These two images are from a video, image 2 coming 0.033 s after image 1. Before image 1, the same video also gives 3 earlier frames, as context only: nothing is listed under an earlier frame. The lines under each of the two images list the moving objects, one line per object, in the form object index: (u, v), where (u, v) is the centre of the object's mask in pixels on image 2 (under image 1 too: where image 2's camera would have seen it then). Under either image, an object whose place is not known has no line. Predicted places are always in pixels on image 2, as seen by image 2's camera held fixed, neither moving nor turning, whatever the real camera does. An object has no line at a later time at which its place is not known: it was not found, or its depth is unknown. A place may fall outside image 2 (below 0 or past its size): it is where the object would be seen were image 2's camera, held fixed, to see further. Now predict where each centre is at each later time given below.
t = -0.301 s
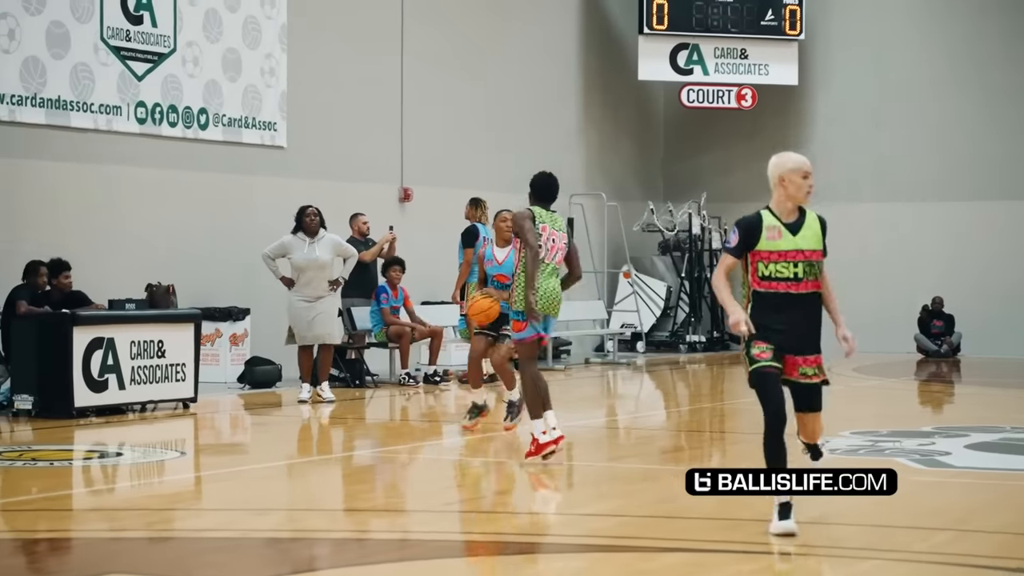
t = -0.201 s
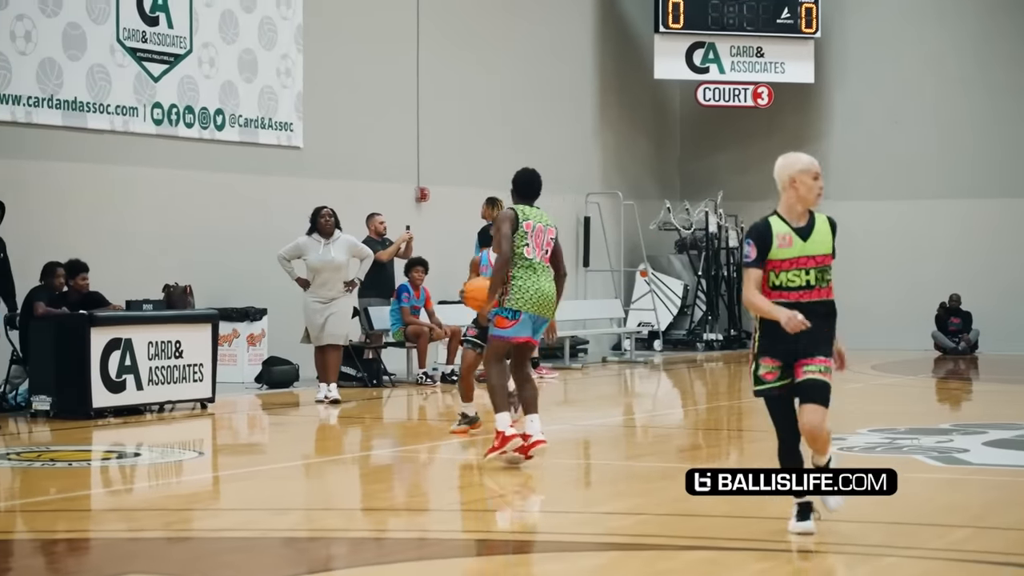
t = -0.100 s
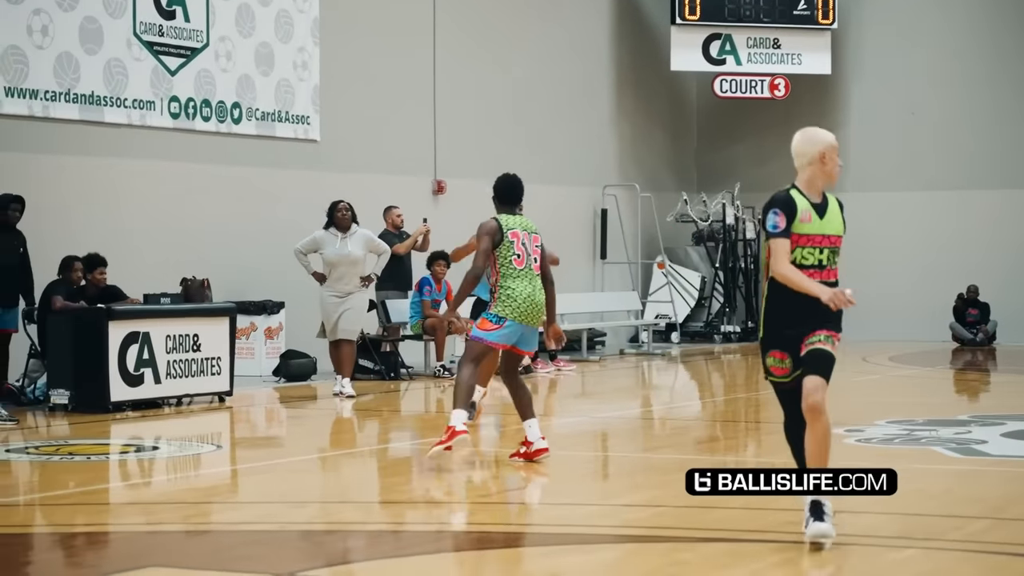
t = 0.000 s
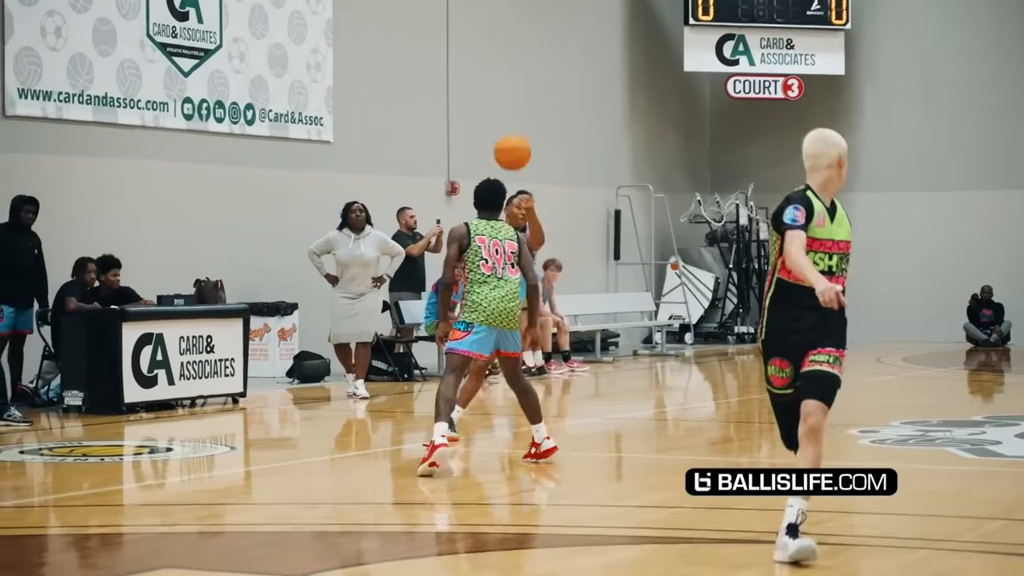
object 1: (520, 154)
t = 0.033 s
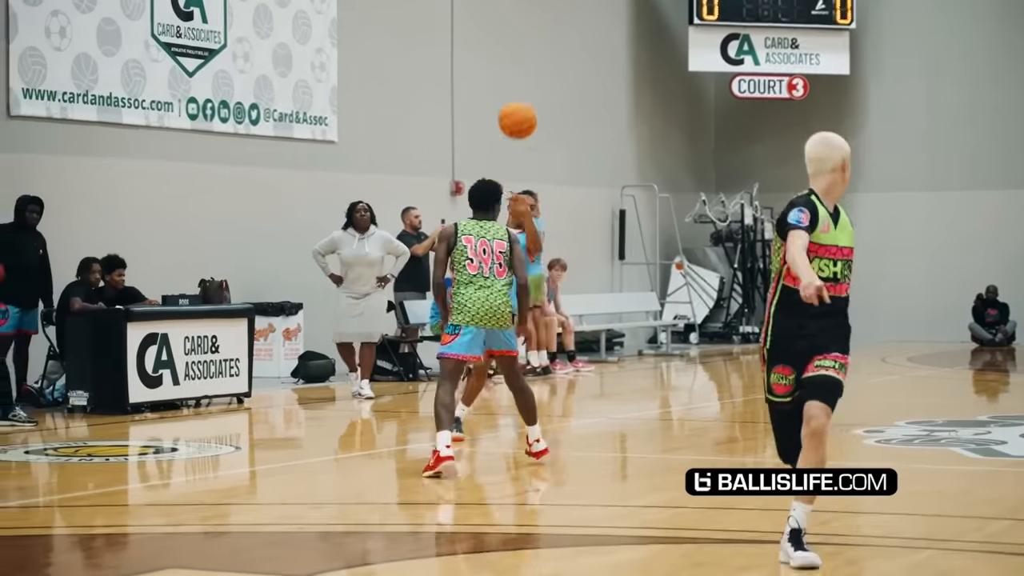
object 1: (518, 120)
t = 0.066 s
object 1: (516, 87)
